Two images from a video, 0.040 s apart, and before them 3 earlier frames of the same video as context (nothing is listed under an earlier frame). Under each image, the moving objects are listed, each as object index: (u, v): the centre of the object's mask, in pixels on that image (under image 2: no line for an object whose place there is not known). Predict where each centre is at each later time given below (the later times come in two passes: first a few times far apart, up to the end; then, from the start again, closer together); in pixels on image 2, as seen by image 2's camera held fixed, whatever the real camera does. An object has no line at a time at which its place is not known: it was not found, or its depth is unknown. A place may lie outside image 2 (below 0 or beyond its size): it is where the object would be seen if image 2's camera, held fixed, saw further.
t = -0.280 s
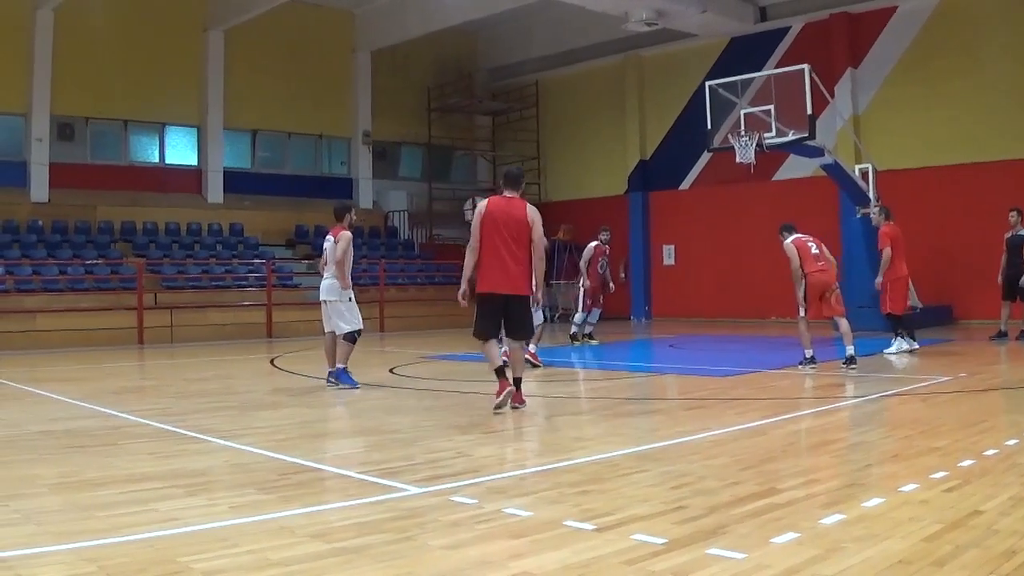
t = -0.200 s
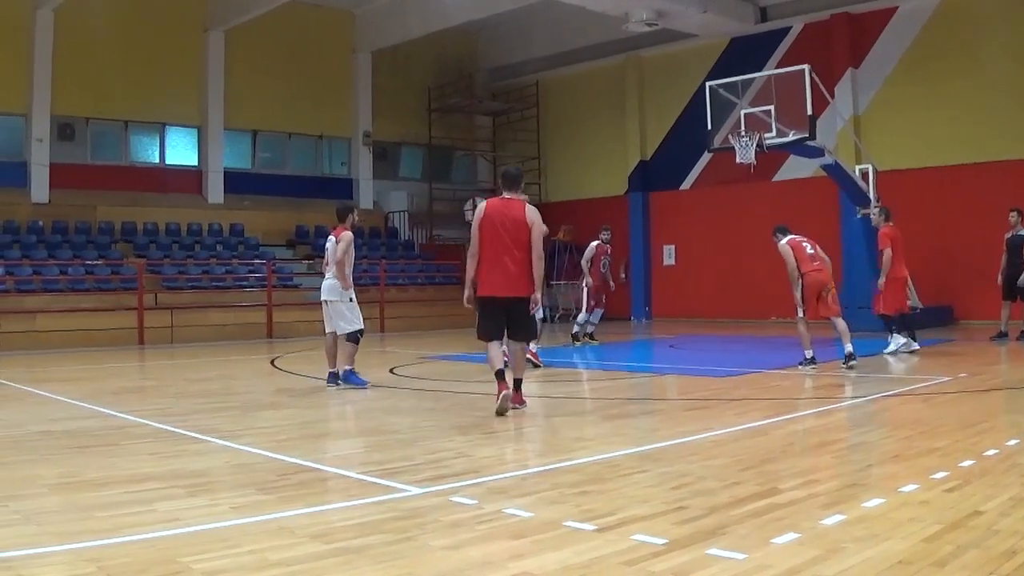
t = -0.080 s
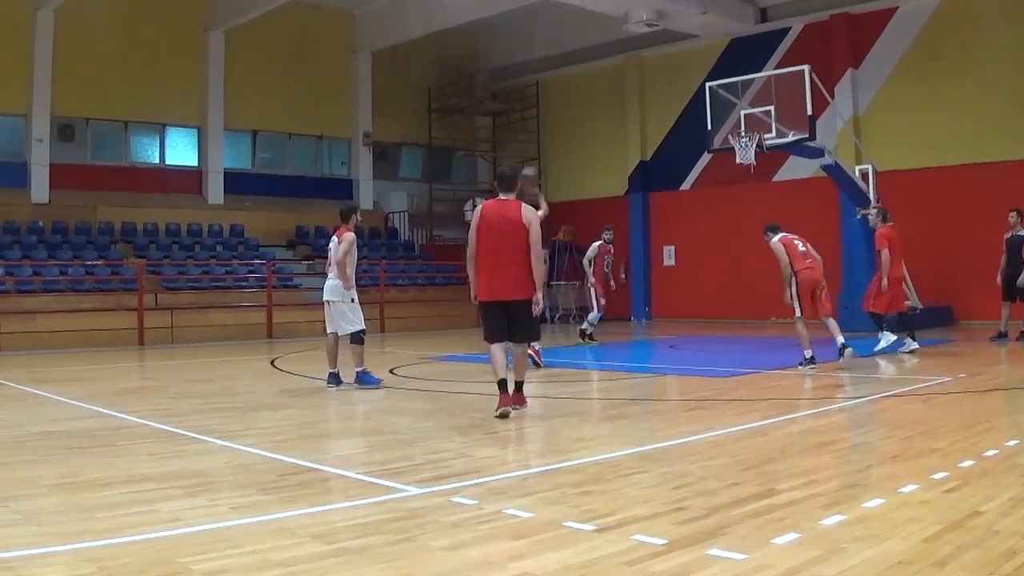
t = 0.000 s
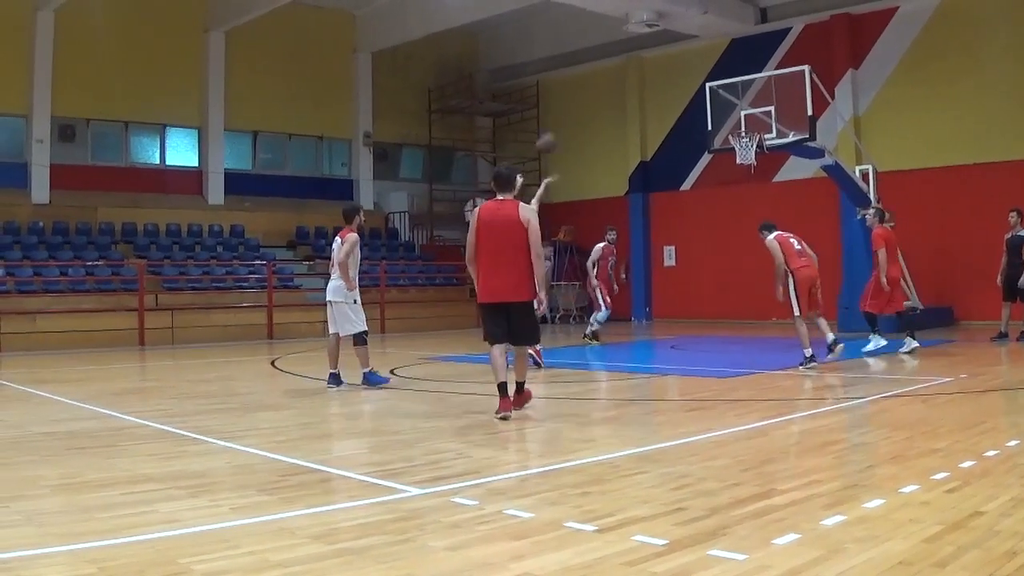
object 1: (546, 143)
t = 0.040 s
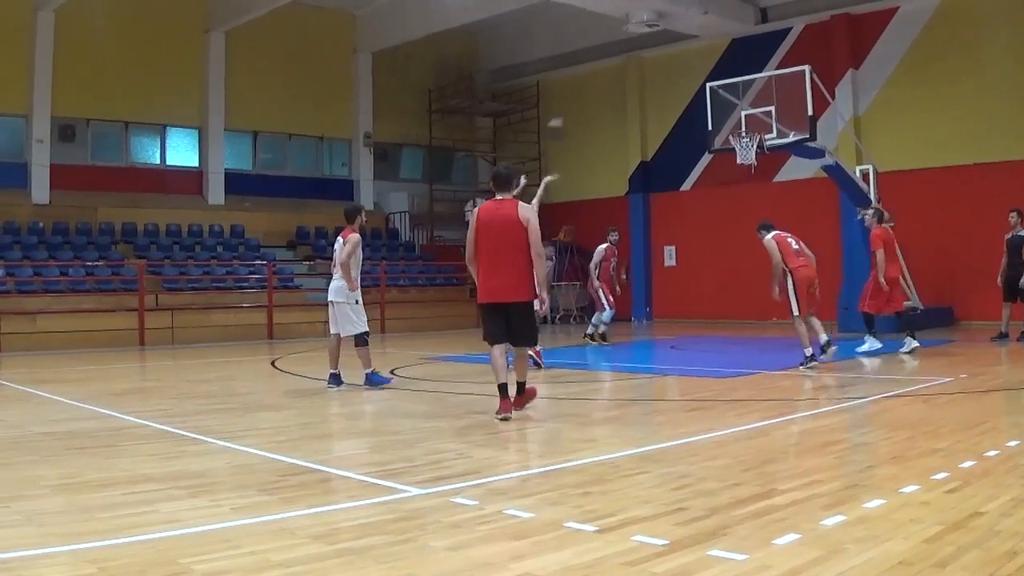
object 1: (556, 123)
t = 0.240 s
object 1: (601, 73)
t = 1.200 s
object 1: (752, 162)
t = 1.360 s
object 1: (746, 193)
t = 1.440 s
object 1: (743, 215)
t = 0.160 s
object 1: (584, 91)
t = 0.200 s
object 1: (593, 81)
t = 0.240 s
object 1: (601, 73)
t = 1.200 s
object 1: (752, 162)
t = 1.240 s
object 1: (750, 165)
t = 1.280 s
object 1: (748, 174)
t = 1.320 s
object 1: (748, 184)
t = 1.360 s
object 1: (746, 193)
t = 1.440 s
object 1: (743, 215)
